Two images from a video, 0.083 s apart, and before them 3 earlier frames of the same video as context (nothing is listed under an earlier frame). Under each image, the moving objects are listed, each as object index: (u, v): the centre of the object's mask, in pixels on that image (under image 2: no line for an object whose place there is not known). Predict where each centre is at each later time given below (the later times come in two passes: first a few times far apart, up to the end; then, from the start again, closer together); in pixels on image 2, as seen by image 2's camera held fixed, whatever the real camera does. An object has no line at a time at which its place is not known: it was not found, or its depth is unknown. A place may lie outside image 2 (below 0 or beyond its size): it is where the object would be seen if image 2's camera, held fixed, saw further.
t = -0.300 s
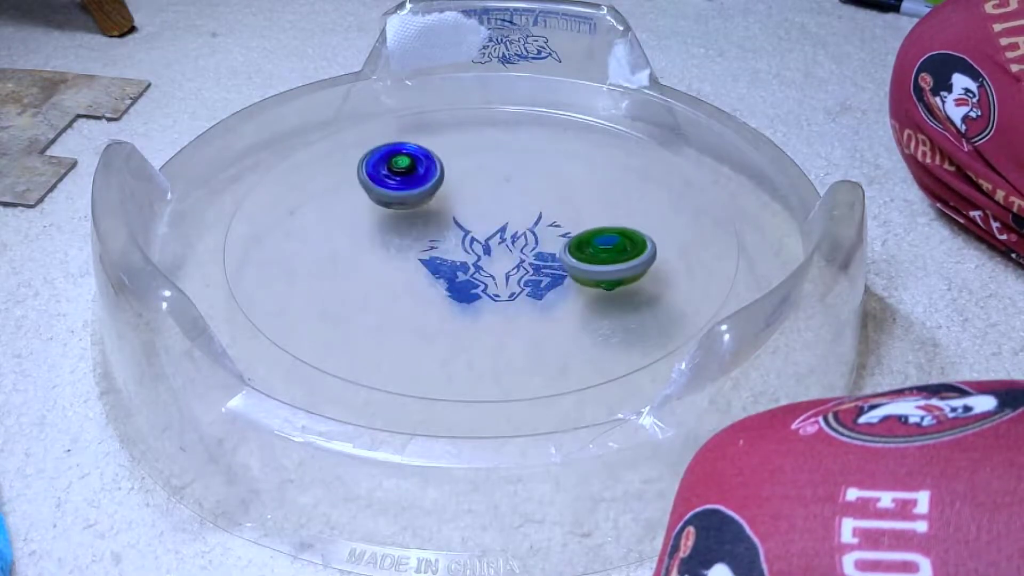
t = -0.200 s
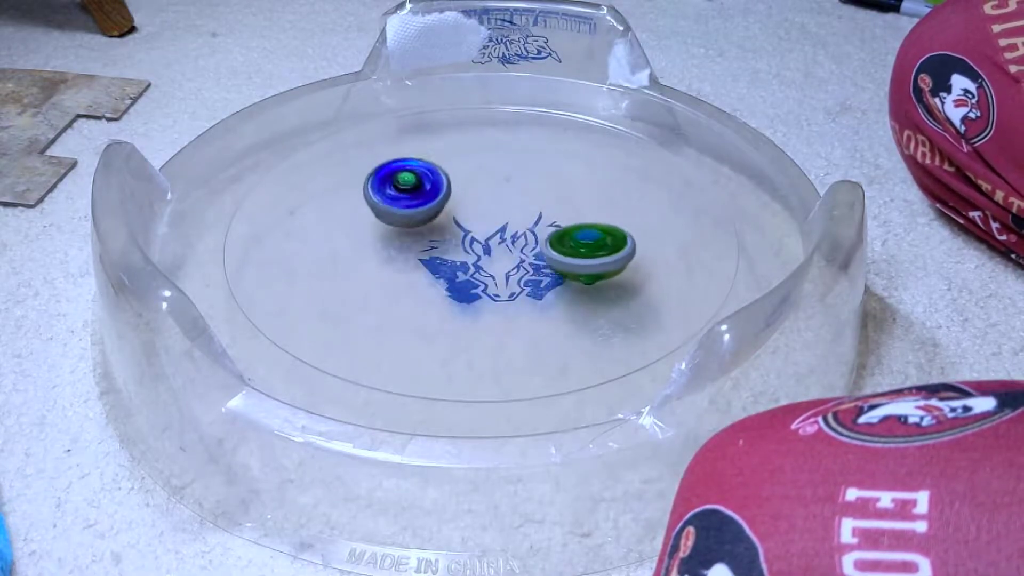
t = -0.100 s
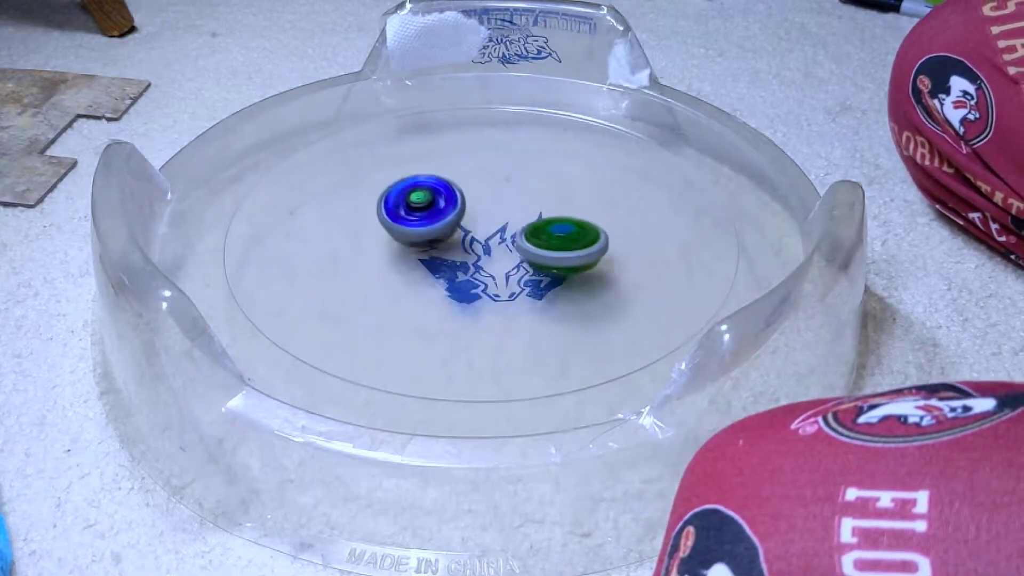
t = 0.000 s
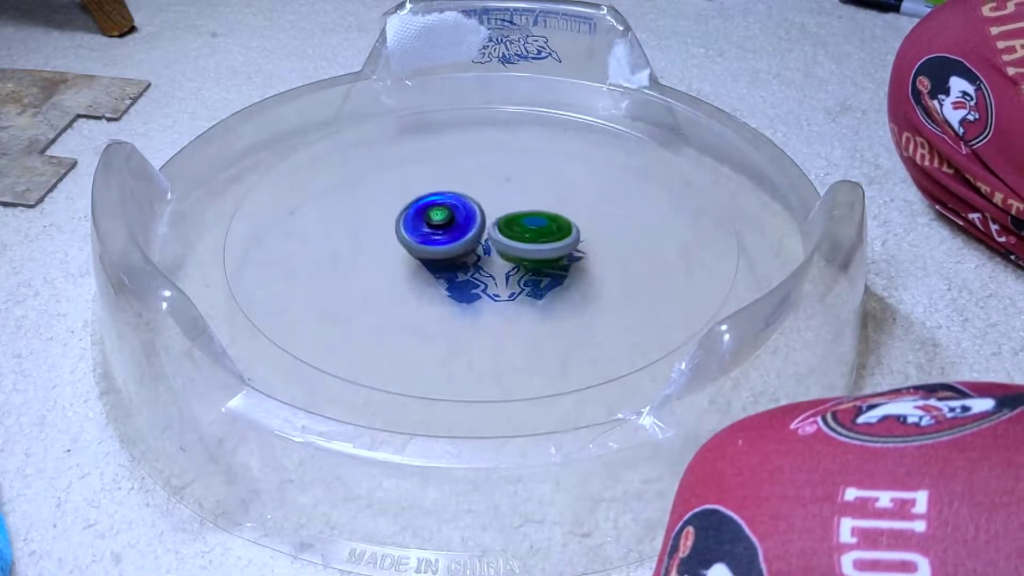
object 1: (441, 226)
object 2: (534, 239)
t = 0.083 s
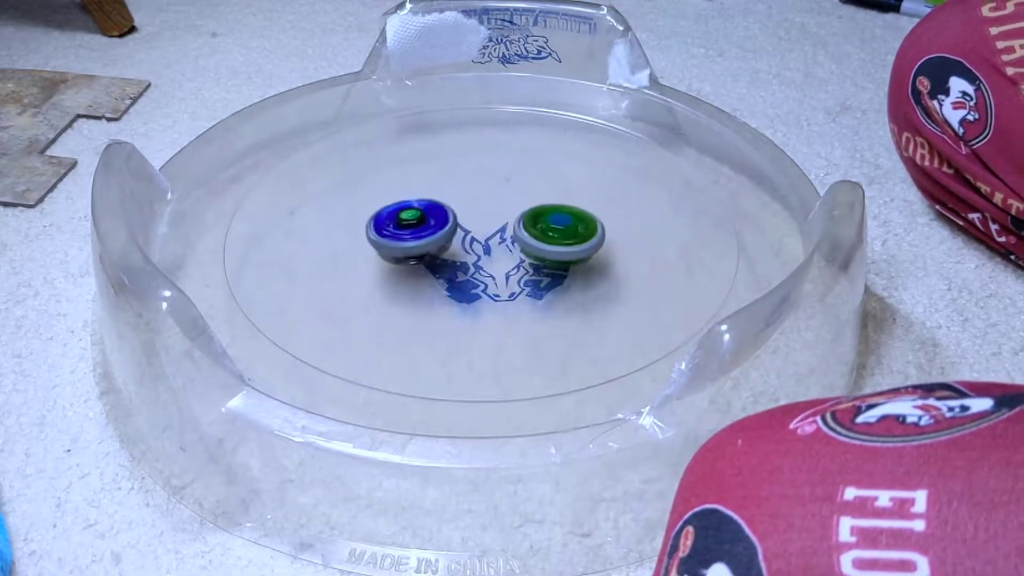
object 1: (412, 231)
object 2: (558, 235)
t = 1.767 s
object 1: (544, 221)
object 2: (421, 214)
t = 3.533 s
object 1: (490, 214)
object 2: (574, 247)
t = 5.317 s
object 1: (503, 268)
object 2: (469, 182)
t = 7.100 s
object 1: (527, 223)
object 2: (479, 276)
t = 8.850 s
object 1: (397, 209)
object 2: (527, 223)
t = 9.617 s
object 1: (432, 269)
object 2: (481, 217)
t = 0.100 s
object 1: (411, 232)
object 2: (558, 234)
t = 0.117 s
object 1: (411, 234)
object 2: (557, 233)
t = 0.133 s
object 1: (410, 236)
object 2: (555, 232)
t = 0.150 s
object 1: (410, 238)
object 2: (554, 231)
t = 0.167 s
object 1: (410, 242)
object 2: (553, 228)
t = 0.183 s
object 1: (411, 244)
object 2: (551, 226)
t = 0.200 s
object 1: (410, 247)
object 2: (549, 225)
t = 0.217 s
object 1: (411, 249)
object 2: (547, 220)
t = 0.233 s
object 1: (412, 251)
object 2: (545, 218)
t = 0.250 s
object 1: (412, 253)
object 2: (543, 216)
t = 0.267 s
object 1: (414, 255)
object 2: (541, 215)
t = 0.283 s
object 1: (415, 257)
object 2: (538, 213)
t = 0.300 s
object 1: (416, 258)
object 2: (535, 212)
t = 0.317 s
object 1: (417, 261)
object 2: (533, 210)
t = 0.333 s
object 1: (419, 262)
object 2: (530, 209)
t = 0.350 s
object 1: (421, 264)
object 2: (527, 208)
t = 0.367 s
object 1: (423, 265)
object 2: (525, 206)
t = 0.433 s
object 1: (431, 270)
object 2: (514, 201)
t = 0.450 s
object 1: (435, 271)
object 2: (512, 200)
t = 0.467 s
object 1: (437, 273)
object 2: (509, 199)
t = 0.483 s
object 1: (440, 273)
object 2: (507, 199)
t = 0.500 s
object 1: (443, 274)
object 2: (505, 199)
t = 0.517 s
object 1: (446, 274)
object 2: (502, 197)
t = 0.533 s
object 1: (449, 274)
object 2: (500, 197)
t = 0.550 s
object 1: (452, 274)
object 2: (498, 196)
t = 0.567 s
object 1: (456, 274)
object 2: (496, 195)
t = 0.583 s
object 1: (458, 274)
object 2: (494, 196)
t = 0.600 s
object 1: (461, 274)
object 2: (492, 195)
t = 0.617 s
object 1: (463, 274)
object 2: (490, 195)
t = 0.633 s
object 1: (467, 273)
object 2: (488, 195)
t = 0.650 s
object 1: (470, 273)
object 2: (487, 194)
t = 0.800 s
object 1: (498, 263)
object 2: (475, 194)
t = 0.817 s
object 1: (500, 262)
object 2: (474, 194)
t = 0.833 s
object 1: (503, 261)
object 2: (473, 194)
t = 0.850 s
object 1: (505, 257)
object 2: (472, 195)
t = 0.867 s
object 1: (508, 255)
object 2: (471, 195)
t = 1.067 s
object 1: (533, 232)
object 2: (463, 199)
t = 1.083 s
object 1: (534, 230)
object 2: (463, 199)
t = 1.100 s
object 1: (537, 228)
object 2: (462, 199)
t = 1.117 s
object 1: (545, 230)
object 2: (456, 195)
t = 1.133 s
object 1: (552, 231)
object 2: (451, 193)
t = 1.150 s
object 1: (557, 231)
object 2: (447, 191)
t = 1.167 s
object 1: (560, 231)
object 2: (444, 191)
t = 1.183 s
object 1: (564, 230)
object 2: (442, 191)
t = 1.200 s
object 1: (567, 229)
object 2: (439, 191)
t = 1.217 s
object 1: (571, 227)
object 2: (436, 192)
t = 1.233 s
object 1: (573, 227)
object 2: (434, 192)
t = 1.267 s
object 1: (579, 225)
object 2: (429, 193)
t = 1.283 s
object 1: (581, 224)
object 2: (428, 193)
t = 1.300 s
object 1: (583, 223)
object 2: (426, 193)
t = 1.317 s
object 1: (585, 222)
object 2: (425, 194)
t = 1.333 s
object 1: (588, 221)
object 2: (424, 195)
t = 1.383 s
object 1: (592, 220)
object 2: (422, 196)
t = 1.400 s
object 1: (592, 219)
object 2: (421, 196)
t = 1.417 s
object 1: (593, 218)
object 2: (420, 197)
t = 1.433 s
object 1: (592, 218)
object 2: (420, 197)
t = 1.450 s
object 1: (592, 218)
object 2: (420, 198)
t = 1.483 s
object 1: (590, 218)
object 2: (419, 199)
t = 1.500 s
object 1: (589, 218)
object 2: (419, 200)
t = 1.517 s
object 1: (588, 218)
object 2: (418, 200)
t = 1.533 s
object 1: (586, 217)
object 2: (418, 201)
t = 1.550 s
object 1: (583, 218)
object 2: (418, 201)
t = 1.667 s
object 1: (565, 220)
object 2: (418, 206)
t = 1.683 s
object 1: (562, 221)
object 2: (418, 207)
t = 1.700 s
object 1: (559, 221)
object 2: (418, 208)
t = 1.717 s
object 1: (555, 221)
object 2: (419, 209)
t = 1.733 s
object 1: (552, 220)
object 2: (419, 211)
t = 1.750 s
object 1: (548, 222)
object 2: (420, 212)
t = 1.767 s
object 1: (544, 221)
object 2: (421, 214)
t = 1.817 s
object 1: (533, 225)
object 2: (425, 218)
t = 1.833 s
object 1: (528, 225)
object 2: (426, 220)
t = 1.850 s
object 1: (525, 225)
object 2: (428, 222)
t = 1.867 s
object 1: (523, 225)
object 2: (428, 223)
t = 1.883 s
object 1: (538, 224)
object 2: (411, 222)
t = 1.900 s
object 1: (551, 225)
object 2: (397, 221)
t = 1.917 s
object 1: (560, 228)
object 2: (387, 220)
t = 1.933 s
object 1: (568, 227)
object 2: (378, 219)
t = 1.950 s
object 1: (572, 227)
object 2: (373, 220)
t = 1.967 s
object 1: (575, 226)
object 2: (371, 221)
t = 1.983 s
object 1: (577, 227)
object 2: (368, 222)
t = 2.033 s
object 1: (581, 226)
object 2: (361, 228)
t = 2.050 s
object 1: (581, 225)
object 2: (359, 229)
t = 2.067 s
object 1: (582, 225)
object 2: (357, 231)
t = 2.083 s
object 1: (581, 225)
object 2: (356, 232)
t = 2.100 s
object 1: (581, 225)
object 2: (355, 234)
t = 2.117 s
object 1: (580, 225)
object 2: (354, 235)
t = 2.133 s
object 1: (579, 225)
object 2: (354, 236)
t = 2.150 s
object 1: (578, 225)
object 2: (354, 238)
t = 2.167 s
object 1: (577, 225)
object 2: (354, 239)
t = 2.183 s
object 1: (575, 225)
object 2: (354, 240)
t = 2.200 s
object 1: (574, 226)
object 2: (354, 241)
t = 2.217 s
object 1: (571, 226)
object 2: (355, 241)
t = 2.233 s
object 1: (570, 226)
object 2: (355, 242)
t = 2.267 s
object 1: (565, 227)
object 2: (356, 244)
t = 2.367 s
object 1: (547, 227)
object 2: (362, 248)
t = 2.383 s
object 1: (543, 228)
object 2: (363, 249)
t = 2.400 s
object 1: (540, 231)
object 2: (365, 250)
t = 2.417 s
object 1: (536, 228)
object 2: (367, 251)
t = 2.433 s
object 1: (532, 229)
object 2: (369, 252)
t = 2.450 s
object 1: (529, 229)
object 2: (372, 253)
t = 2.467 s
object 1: (526, 229)
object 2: (375, 254)
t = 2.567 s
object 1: (503, 229)
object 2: (397, 260)
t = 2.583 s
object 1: (500, 229)
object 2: (401, 261)
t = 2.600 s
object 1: (497, 231)
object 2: (407, 263)
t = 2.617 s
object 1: (492, 227)
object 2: (411, 263)
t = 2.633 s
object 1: (490, 226)
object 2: (417, 264)
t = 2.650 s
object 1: (488, 226)
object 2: (419, 266)
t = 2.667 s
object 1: (492, 223)
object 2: (415, 269)
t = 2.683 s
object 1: (496, 217)
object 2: (413, 271)
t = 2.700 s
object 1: (497, 215)
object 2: (414, 273)
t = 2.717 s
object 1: (496, 213)
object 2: (417, 274)
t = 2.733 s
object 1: (496, 211)
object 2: (421, 275)
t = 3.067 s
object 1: (491, 182)
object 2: (502, 286)
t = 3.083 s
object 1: (491, 182)
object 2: (506, 285)
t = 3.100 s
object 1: (491, 181)
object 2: (509, 285)
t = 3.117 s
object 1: (491, 181)
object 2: (514, 284)
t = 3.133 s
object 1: (492, 182)
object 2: (518, 283)
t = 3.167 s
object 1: (492, 183)
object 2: (525, 281)
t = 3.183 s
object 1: (492, 184)
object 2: (529, 280)
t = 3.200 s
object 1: (492, 184)
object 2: (532, 279)
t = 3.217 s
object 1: (493, 185)
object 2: (535, 278)
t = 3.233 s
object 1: (493, 187)
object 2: (539, 277)
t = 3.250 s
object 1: (493, 187)
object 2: (541, 275)
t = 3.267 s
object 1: (494, 188)
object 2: (545, 274)
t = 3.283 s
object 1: (494, 190)
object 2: (547, 272)
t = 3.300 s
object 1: (494, 191)
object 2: (550, 271)
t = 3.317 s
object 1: (494, 193)
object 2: (553, 269)
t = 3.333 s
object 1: (494, 194)
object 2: (555, 267)
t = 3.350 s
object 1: (494, 196)
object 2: (558, 266)
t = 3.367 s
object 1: (494, 198)
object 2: (560, 264)
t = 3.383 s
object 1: (494, 199)
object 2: (562, 262)
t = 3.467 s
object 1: (492, 207)
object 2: (569, 254)
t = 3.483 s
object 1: (492, 209)
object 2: (570, 252)
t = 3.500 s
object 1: (492, 210)
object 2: (572, 251)
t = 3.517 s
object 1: (491, 212)
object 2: (572, 249)
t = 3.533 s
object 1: (490, 214)
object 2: (574, 247)
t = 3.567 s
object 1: (488, 218)
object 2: (574, 244)
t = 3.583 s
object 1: (488, 219)
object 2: (575, 242)
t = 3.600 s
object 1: (487, 222)
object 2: (576, 241)
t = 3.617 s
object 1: (486, 223)
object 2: (576, 239)
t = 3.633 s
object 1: (485, 226)
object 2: (576, 237)
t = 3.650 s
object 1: (483, 229)
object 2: (577, 236)
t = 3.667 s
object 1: (482, 229)
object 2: (576, 234)
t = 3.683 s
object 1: (480, 231)
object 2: (576, 233)
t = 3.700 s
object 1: (478, 232)
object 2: (576, 231)
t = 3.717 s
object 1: (477, 234)
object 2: (576, 230)
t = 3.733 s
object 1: (476, 236)
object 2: (575, 228)
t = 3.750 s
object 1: (475, 238)
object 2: (575, 227)
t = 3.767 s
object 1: (474, 240)
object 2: (574, 226)
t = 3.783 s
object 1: (472, 241)
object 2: (573, 225)
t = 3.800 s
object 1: (471, 242)
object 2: (573, 223)
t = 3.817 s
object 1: (469, 244)
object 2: (572, 221)
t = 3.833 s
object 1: (467, 246)
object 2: (571, 220)
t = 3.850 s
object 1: (466, 245)
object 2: (570, 218)
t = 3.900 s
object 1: (460, 248)
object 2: (568, 216)
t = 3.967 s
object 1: (452, 252)
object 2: (562, 212)
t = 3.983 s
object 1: (449, 252)
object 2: (560, 210)
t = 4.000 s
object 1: (448, 253)
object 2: (559, 208)
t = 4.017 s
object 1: (446, 254)
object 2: (557, 207)
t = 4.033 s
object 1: (444, 254)
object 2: (555, 206)
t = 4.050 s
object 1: (443, 254)
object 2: (553, 205)
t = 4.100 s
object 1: (439, 254)
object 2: (547, 203)
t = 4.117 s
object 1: (437, 255)
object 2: (545, 202)
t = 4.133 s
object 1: (436, 255)
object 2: (543, 201)
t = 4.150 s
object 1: (435, 255)
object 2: (541, 200)
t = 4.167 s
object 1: (434, 254)
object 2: (539, 199)
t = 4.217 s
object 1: (432, 253)
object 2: (533, 197)
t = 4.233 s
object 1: (432, 252)
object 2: (531, 196)
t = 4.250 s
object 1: (431, 252)
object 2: (529, 196)
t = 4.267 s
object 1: (432, 251)
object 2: (527, 196)
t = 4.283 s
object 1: (433, 250)
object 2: (524, 195)
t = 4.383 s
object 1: (439, 245)
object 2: (512, 194)
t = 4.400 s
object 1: (439, 244)
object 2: (509, 193)
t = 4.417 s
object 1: (441, 242)
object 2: (507, 194)
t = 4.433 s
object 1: (443, 242)
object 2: (505, 193)
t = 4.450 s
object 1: (445, 241)
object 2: (503, 193)
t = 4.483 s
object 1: (448, 240)
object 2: (499, 192)
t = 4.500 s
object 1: (450, 240)
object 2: (497, 191)
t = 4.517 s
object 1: (453, 240)
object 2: (496, 191)
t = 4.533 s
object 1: (447, 242)
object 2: (498, 187)
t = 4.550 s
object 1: (442, 247)
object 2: (502, 182)
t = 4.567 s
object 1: (440, 250)
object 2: (505, 179)
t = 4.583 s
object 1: (438, 253)
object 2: (506, 176)
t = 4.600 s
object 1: (438, 253)
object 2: (506, 175)
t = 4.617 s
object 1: (438, 254)
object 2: (505, 173)
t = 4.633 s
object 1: (439, 255)
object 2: (503, 172)
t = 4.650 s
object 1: (439, 255)
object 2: (502, 171)
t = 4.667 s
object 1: (440, 257)
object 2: (501, 170)
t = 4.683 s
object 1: (441, 258)
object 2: (500, 169)
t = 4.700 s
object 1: (441, 258)
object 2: (500, 168)
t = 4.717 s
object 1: (443, 259)
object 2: (499, 168)
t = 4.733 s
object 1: (443, 260)
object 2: (498, 168)
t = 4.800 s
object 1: (448, 261)
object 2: (496, 168)
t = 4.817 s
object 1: (450, 261)
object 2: (495, 168)
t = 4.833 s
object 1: (450, 262)
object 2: (495, 168)
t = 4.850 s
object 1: (452, 261)
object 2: (494, 168)
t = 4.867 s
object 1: (453, 261)
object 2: (494, 168)
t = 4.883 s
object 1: (454, 261)
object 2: (493, 168)
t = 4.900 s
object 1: (455, 261)
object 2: (493, 168)
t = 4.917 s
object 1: (457, 260)
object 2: (492, 169)
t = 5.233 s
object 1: (489, 248)
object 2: (477, 192)
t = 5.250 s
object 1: (491, 248)
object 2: (476, 193)
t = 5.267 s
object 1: (493, 247)
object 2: (474, 195)
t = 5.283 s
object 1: (497, 251)
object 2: (472, 196)
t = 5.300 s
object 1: (500, 260)
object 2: (471, 188)
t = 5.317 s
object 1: (503, 268)
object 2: (469, 182)
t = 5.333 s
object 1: (506, 275)
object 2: (468, 176)
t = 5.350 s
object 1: (509, 280)
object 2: (466, 172)
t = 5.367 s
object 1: (510, 285)
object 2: (465, 171)
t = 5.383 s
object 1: (512, 286)
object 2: (463, 170)
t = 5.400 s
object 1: (514, 288)
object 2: (461, 170)
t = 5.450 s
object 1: (522, 290)
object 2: (452, 170)
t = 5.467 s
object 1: (524, 292)
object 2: (450, 171)
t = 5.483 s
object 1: (525, 293)
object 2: (448, 171)
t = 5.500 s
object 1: (526, 293)
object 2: (446, 172)
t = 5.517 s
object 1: (527, 294)
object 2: (444, 172)
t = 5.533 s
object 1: (528, 296)
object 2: (442, 172)
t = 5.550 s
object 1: (528, 296)
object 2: (440, 173)
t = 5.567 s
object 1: (528, 296)
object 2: (439, 173)
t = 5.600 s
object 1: (527, 298)
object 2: (436, 175)
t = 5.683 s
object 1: (523, 297)
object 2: (429, 179)
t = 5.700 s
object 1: (522, 298)
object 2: (427, 181)
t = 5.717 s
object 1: (520, 297)
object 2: (426, 182)
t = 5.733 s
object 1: (520, 296)
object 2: (425, 183)
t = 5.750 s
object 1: (519, 295)
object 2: (424, 184)
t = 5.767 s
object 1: (517, 294)
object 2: (423, 186)
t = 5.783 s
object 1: (516, 293)
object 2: (422, 188)
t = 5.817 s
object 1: (515, 290)
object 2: (420, 191)
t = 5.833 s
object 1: (513, 288)
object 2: (419, 193)
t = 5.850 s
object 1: (513, 286)
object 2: (419, 194)
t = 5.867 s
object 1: (513, 285)
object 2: (418, 197)
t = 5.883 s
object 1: (512, 283)
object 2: (417, 199)
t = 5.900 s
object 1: (513, 281)
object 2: (417, 200)
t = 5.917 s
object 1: (513, 279)
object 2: (416, 202)
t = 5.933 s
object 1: (512, 278)
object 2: (416, 204)
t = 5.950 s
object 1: (513, 275)
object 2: (416, 206)
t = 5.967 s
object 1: (513, 273)
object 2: (415, 208)
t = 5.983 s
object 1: (513, 271)
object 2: (415, 210)
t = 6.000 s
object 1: (514, 268)
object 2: (415, 212)
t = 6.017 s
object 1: (514, 266)
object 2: (415, 215)
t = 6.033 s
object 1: (517, 263)
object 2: (415, 217)
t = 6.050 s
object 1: (518, 261)
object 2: (415, 219)
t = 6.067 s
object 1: (519, 259)
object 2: (416, 222)
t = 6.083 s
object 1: (521, 258)
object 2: (416, 223)
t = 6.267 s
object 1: (547, 232)
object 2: (421, 246)
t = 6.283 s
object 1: (550, 229)
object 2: (422, 248)
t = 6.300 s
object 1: (553, 227)
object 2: (422, 250)
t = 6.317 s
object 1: (557, 225)
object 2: (423, 252)
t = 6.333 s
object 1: (560, 224)
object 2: (424, 254)
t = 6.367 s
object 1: (566, 221)
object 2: (425, 258)
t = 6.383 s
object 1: (568, 219)
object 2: (426, 259)
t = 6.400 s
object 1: (571, 218)
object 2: (427, 260)
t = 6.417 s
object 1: (574, 216)
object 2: (428, 262)
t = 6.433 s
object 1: (577, 216)
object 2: (429, 264)
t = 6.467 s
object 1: (582, 215)
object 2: (431, 268)
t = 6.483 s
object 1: (586, 214)
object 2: (433, 269)
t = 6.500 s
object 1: (588, 213)
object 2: (434, 271)
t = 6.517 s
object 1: (590, 213)
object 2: (436, 272)
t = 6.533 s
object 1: (592, 211)
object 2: (437, 273)
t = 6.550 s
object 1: (595, 212)
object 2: (438, 274)
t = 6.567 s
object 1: (596, 213)
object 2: (439, 274)
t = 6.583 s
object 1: (597, 213)
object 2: (441, 275)
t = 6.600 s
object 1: (598, 212)
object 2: (442, 276)
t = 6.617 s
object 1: (600, 212)
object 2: (443, 277)
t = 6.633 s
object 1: (600, 213)
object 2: (444, 278)
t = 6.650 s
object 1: (600, 214)
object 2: (445, 278)
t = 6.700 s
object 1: (599, 216)
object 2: (448, 279)
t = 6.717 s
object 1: (598, 217)
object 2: (449, 279)
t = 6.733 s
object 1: (597, 219)
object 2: (450, 279)
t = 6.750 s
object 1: (595, 219)
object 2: (451, 279)
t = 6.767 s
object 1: (594, 220)
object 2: (453, 280)
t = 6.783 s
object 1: (593, 221)
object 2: (454, 280)
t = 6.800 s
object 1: (590, 222)
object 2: (455, 280)
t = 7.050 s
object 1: (540, 229)
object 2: (472, 278)
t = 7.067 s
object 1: (536, 228)
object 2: (474, 277)
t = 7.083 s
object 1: (534, 228)
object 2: (477, 277)
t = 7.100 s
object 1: (527, 223)
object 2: (479, 276)
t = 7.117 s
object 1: (525, 222)
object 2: (481, 275)
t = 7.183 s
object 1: (512, 216)
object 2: (490, 271)
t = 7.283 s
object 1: (497, 205)
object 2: (504, 266)
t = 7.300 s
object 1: (495, 203)
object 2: (506, 265)
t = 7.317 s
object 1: (492, 203)
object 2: (508, 264)
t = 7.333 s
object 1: (490, 199)
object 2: (510, 263)
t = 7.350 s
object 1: (489, 197)
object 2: (512, 263)
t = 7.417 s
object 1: (485, 189)
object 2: (523, 257)
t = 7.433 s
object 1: (485, 187)
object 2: (525, 256)
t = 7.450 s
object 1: (484, 186)
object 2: (527, 255)
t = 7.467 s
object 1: (484, 183)
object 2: (529, 253)
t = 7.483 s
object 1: (485, 180)
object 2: (534, 251)
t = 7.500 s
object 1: (484, 178)
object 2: (537, 250)
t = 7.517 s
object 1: (485, 176)
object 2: (539, 249)
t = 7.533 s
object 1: (486, 176)
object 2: (541, 249)
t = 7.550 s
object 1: (486, 175)
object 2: (542, 248)
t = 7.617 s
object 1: (489, 173)
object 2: (550, 241)
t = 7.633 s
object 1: (490, 173)
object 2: (551, 240)
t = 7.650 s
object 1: (492, 173)
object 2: (552, 239)
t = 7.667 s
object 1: (492, 173)
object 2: (553, 239)
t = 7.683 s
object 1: (492, 174)
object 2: (555, 238)
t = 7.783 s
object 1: (497, 181)
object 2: (561, 232)
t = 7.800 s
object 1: (498, 183)
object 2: (561, 232)
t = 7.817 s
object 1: (499, 183)
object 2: (562, 231)
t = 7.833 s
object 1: (499, 185)
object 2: (562, 231)
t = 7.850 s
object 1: (498, 187)
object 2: (562, 230)
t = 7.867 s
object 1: (498, 189)
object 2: (562, 229)
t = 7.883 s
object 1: (497, 190)
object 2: (562, 229)
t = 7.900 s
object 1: (496, 192)
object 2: (562, 229)
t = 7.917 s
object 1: (495, 194)
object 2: (562, 229)
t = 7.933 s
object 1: (495, 196)
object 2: (562, 229)
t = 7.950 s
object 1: (492, 195)
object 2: (563, 230)
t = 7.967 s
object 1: (486, 194)
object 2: (566, 231)
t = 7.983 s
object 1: (480, 194)
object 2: (568, 231)
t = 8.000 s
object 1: (476, 195)
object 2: (568, 231)
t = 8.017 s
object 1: (472, 196)
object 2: (568, 231)
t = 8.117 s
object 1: (452, 199)
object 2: (566, 231)
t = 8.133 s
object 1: (449, 199)
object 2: (565, 231)
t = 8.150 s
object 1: (446, 200)
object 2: (564, 231)
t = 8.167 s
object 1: (443, 199)
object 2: (563, 232)
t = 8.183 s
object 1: (441, 199)
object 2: (563, 232)
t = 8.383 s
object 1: (415, 198)
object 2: (541, 233)
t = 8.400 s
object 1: (413, 198)
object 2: (538, 233)
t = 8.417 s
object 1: (412, 198)
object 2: (536, 233)
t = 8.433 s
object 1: (412, 199)
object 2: (534, 233)
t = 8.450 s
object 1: (413, 199)
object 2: (532, 233)
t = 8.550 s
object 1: (416, 205)
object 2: (517, 230)
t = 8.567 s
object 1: (417, 206)
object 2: (515, 230)
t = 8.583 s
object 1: (419, 208)
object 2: (512, 229)
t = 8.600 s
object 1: (420, 209)
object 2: (510, 229)
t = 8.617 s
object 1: (419, 209)
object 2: (509, 228)
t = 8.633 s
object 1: (411, 207)
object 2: (517, 228)
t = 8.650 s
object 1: (404, 205)
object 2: (523, 229)
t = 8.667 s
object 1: (401, 205)
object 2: (526, 230)
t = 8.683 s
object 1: (398, 203)
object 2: (528, 230)
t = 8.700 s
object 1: (399, 205)
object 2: (528, 229)
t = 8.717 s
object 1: (399, 205)
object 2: (527, 228)
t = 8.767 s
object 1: (398, 208)
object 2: (528, 226)
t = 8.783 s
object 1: (397, 208)
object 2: (528, 226)
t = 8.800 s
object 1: (397, 208)
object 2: (528, 225)
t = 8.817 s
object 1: (396, 209)
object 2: (528, 225)
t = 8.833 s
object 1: (396, 209)
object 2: (527, 224)
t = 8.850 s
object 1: (397, 209)
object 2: (527, 223)
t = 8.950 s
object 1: (403, 217)
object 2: (525, 220)
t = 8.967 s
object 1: (404, 217)
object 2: (524, 220)
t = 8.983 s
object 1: (406, 219)
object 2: (524, 219)
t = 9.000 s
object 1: (407, 220)
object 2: (523, 219)
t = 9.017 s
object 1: (409, 221)
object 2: (522, 219)
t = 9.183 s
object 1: (422, 237)
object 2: (513, 216)
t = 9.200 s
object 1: (422, 237)
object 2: (511, 217)
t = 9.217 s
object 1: (424, 239)
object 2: (510, 216)
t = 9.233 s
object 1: (425, 241)
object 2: (510, 216)
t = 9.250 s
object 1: (426, 243)
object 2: (508, 216)
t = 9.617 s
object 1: (432, 269)
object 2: (481, 217)
